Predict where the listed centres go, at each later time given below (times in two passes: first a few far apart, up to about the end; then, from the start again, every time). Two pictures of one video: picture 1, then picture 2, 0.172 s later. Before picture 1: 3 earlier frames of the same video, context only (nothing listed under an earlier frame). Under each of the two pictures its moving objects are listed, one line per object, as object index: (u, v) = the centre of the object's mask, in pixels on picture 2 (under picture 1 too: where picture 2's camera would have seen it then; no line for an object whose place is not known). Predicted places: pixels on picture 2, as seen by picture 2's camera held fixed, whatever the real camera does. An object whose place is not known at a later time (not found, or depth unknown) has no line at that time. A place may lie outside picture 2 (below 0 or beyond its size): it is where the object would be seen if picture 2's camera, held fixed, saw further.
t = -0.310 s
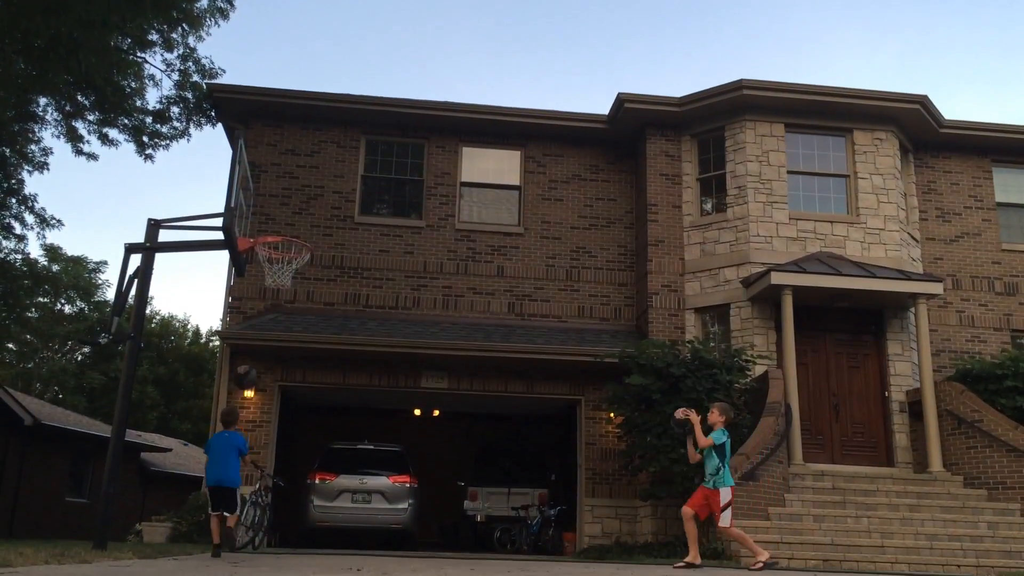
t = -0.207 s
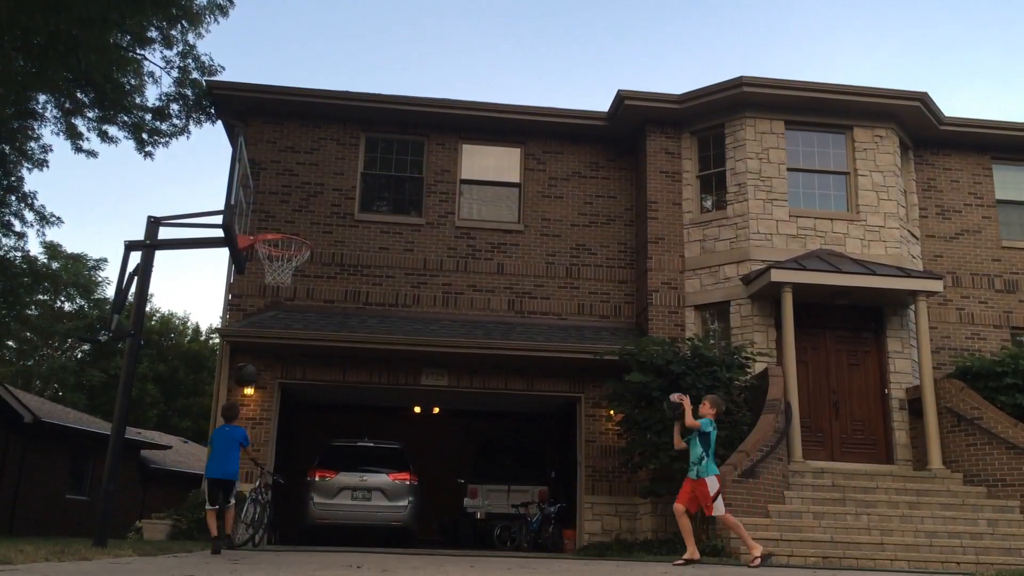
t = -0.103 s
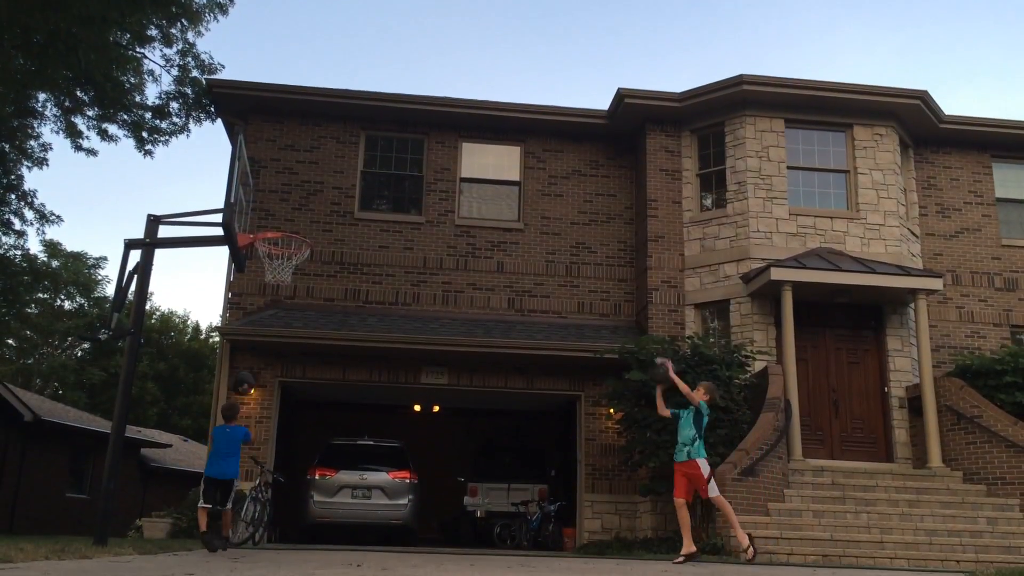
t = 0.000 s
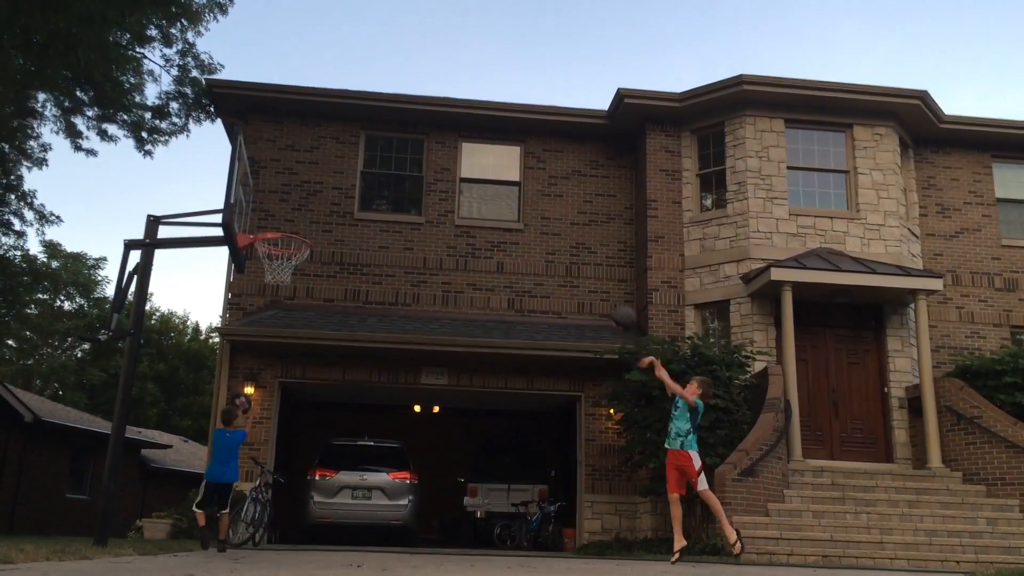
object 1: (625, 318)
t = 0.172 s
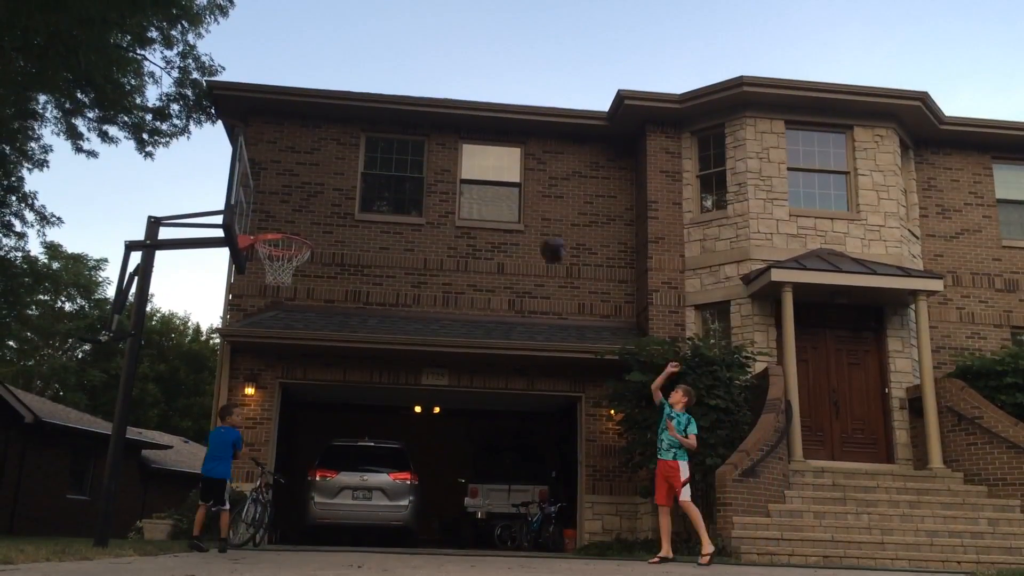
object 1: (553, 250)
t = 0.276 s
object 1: (513, 223)
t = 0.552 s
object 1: (402, 200)
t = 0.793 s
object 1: (306, 226)
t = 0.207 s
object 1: (541, 240)
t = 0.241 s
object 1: (526, 230)
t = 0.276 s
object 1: (513, 223)
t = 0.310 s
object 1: (499, 216)
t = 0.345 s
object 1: (485, 210)
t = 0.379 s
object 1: (471, 204)
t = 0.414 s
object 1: (457, 203)
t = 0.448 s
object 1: (444, 200)
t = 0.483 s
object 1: (430, 200)
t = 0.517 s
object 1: (415, 200)
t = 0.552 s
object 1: (402, 200)
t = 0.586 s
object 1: (388, 203)
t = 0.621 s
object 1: (374, 206)
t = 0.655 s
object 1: (358, 212)
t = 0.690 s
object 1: (343, 219)
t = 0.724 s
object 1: (315, 232)
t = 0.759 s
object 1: (310, 229)
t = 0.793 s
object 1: (306, 226)
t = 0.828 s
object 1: (300, 226)
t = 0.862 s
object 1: (296, 225)
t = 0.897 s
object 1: (290, 224)
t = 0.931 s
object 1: (286, 224)
